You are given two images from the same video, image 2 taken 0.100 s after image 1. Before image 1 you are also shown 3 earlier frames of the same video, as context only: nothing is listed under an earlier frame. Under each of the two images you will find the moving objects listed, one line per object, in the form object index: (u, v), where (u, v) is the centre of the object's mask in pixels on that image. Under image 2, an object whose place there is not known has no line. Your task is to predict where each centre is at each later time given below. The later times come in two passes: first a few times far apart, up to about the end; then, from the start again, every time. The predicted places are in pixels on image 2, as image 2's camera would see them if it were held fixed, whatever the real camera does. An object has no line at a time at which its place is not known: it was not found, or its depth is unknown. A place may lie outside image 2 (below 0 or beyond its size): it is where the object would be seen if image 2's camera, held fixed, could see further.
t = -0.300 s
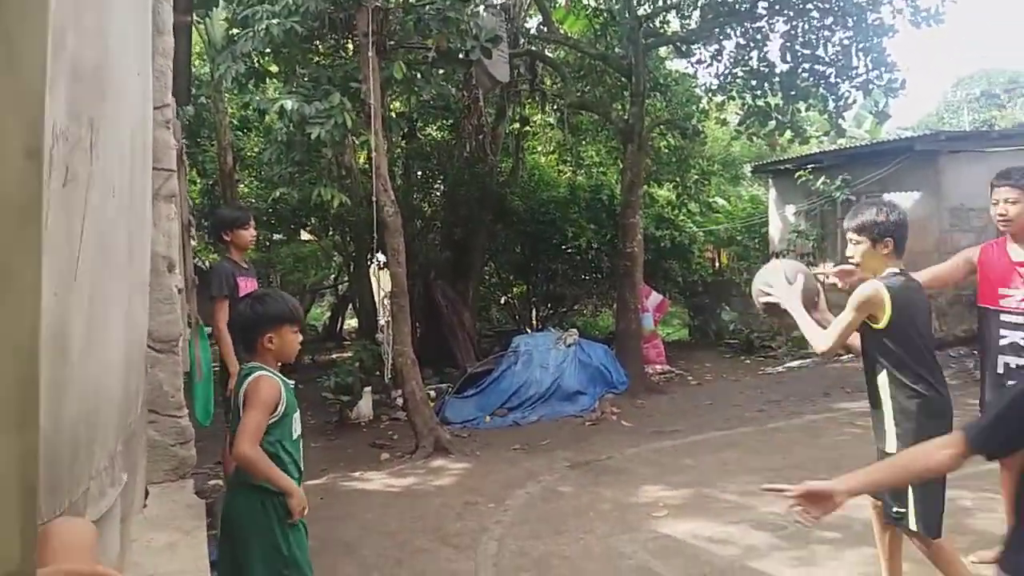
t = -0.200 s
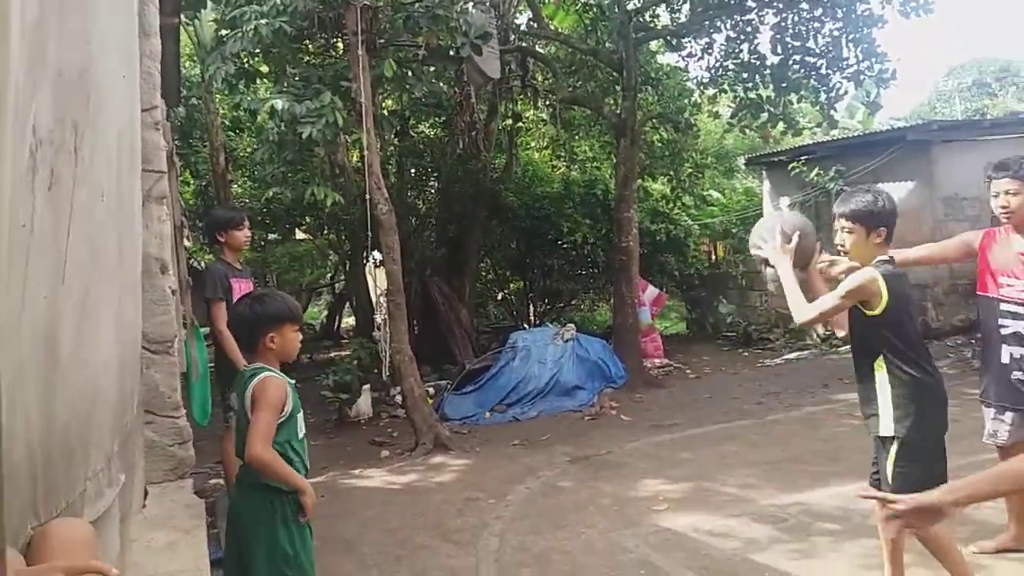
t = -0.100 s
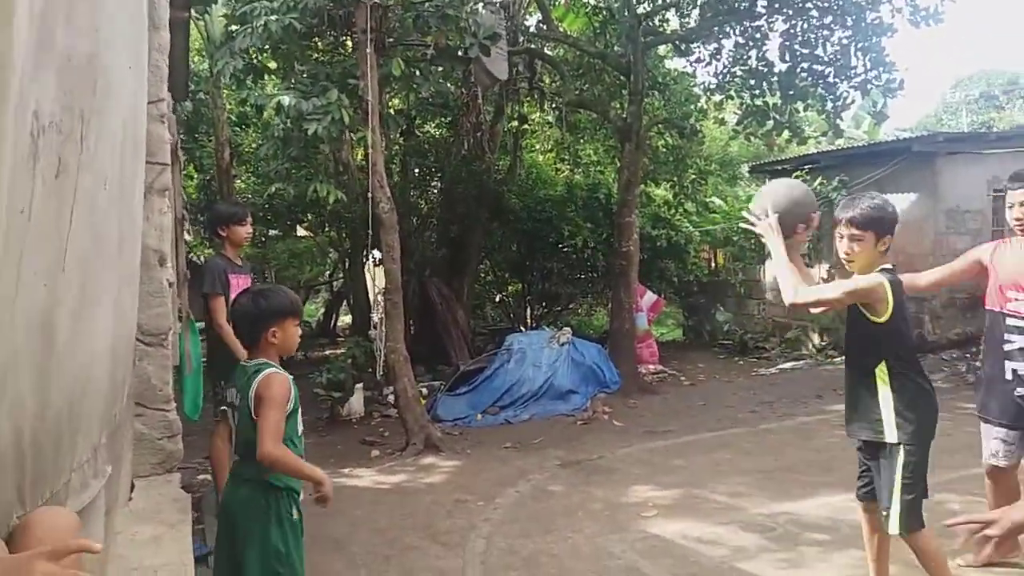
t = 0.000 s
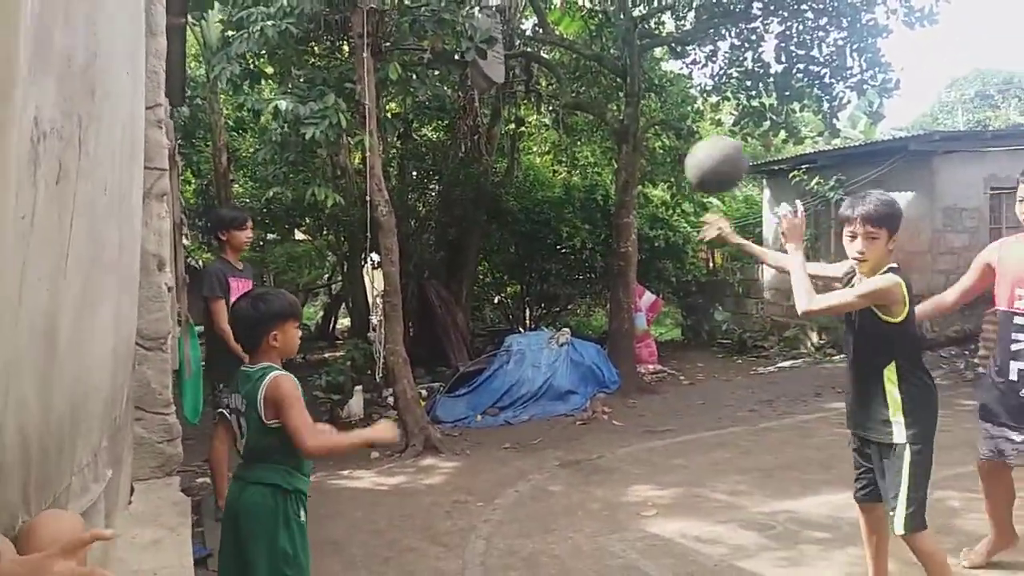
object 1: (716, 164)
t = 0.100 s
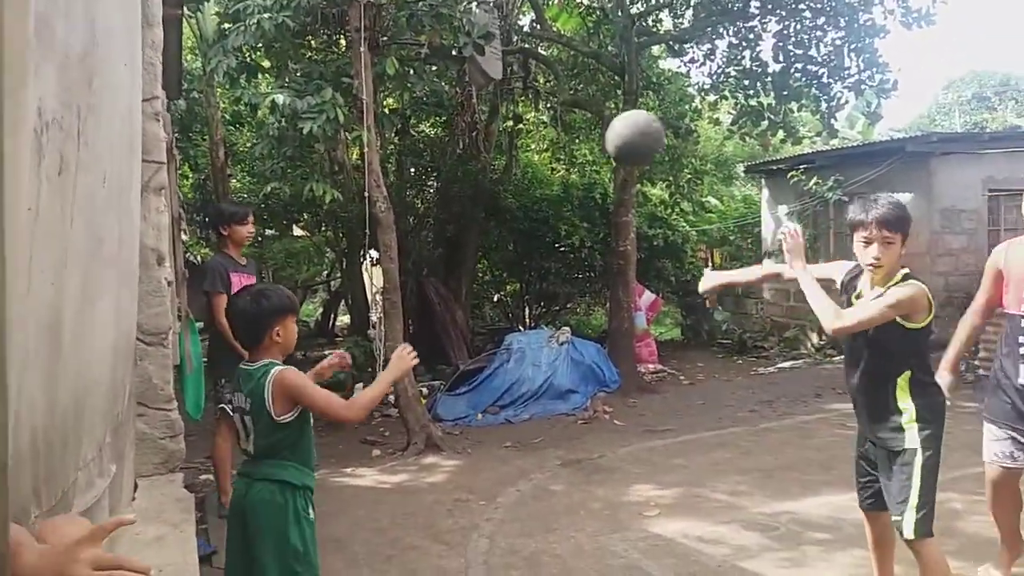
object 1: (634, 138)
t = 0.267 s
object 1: (520, 146)
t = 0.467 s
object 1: (405, 226)
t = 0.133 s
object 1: (611, 135)
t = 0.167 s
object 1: (588, 133)
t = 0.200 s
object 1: (565, 135)
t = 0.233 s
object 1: (540, 140)
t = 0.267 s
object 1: (520, 146)
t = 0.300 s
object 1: (500, 155)
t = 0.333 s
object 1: (479, 163)
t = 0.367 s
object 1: (460, 177)
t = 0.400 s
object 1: (441, 193)
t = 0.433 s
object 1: (422, 210)
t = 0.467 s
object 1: (405, 226)
